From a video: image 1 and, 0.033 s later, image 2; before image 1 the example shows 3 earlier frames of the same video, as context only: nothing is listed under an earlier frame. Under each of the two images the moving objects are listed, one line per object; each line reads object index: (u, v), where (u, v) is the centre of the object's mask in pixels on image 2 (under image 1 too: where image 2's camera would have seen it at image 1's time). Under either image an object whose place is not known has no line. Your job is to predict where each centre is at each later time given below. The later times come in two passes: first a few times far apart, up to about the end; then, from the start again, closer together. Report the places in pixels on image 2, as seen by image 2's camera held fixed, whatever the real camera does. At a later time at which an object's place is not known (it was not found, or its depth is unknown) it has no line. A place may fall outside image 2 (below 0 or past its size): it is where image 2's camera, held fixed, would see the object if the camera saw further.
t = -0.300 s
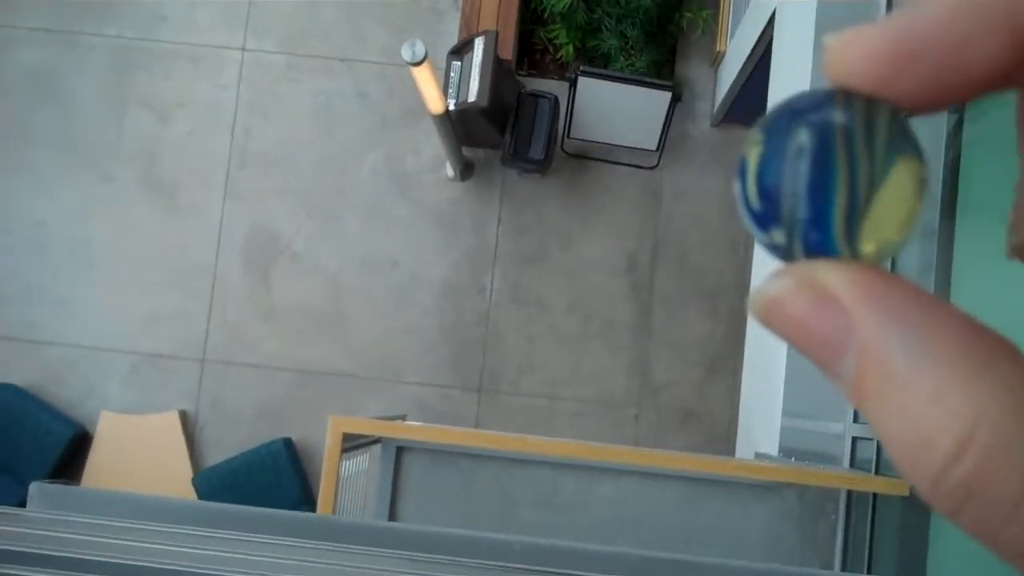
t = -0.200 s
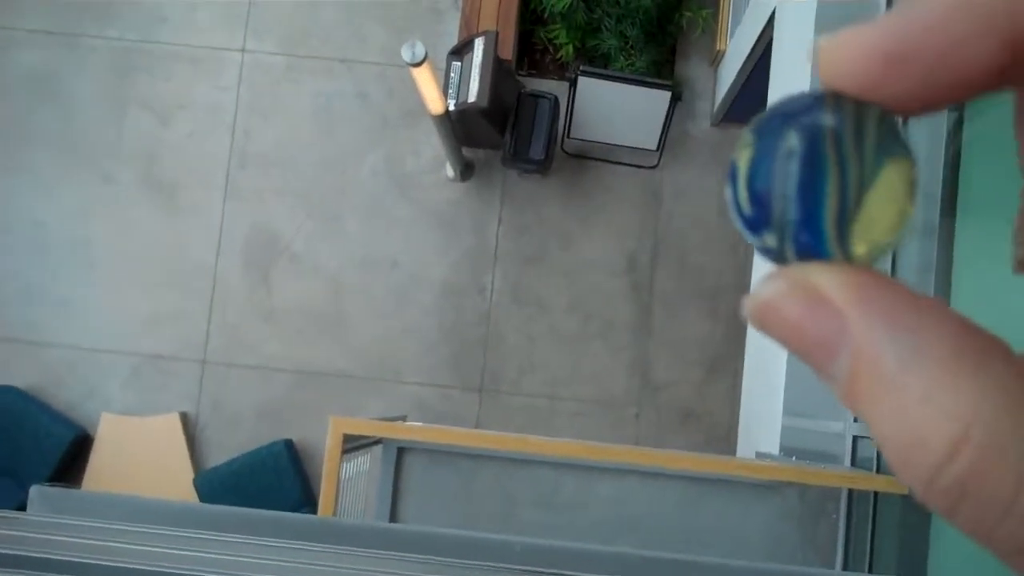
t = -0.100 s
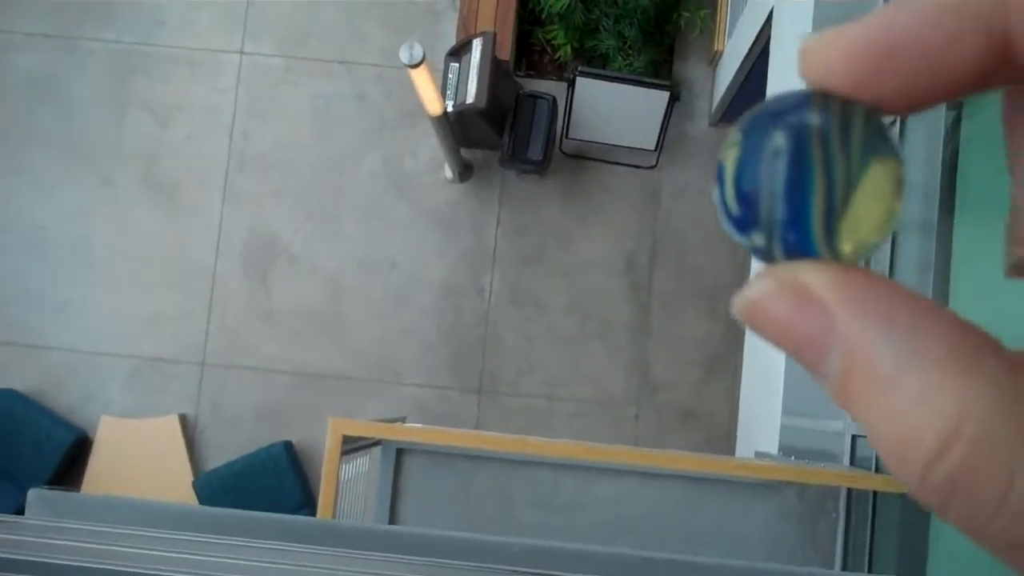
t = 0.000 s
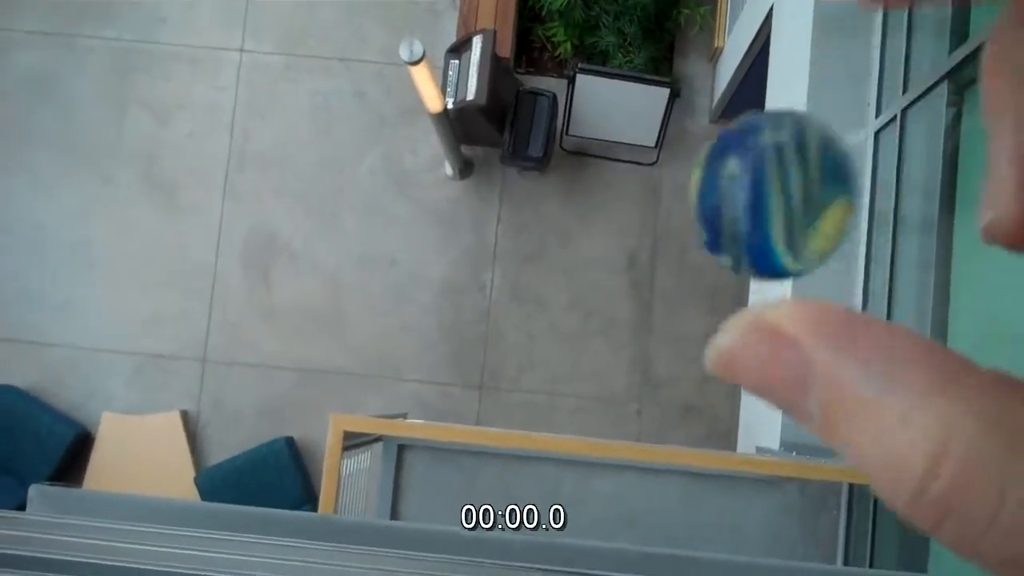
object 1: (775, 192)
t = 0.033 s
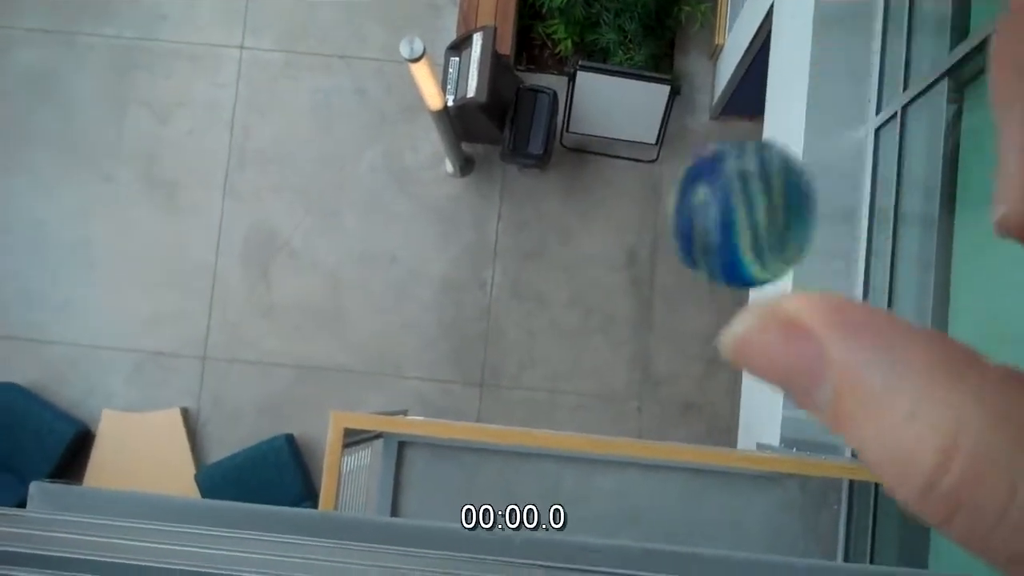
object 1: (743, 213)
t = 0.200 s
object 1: (625, 308)
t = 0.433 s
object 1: (574, 357)
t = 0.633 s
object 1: (562, 370)
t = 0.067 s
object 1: (711, 236)
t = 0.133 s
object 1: (658, 278)
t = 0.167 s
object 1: (640, 295)
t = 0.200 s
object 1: (625, 308)
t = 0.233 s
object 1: (612, 319)
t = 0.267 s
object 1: (603, 329)
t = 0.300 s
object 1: (594, 337)
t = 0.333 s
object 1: (587, 343)
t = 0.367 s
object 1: (581, 349)
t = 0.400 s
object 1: (577, 354)
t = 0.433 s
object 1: (574, 357)
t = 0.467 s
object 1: (571, 360)
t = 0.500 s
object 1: (569, 362)
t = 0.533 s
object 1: (567, 364)
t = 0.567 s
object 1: (566, 366)
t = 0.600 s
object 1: (565, 368)
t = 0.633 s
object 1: (562, 370)
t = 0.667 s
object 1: (561, 373)
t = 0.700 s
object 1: (560, 374)
